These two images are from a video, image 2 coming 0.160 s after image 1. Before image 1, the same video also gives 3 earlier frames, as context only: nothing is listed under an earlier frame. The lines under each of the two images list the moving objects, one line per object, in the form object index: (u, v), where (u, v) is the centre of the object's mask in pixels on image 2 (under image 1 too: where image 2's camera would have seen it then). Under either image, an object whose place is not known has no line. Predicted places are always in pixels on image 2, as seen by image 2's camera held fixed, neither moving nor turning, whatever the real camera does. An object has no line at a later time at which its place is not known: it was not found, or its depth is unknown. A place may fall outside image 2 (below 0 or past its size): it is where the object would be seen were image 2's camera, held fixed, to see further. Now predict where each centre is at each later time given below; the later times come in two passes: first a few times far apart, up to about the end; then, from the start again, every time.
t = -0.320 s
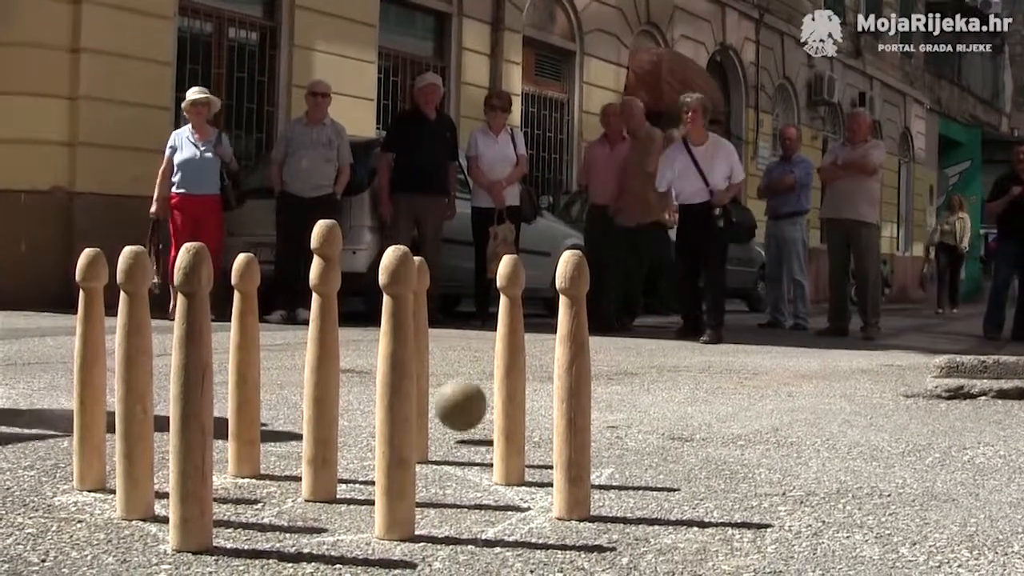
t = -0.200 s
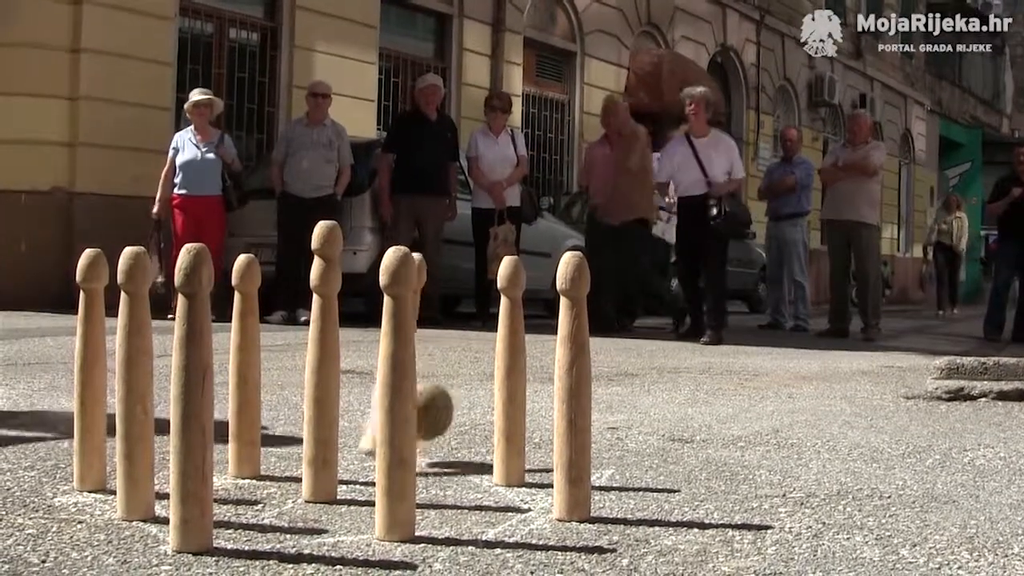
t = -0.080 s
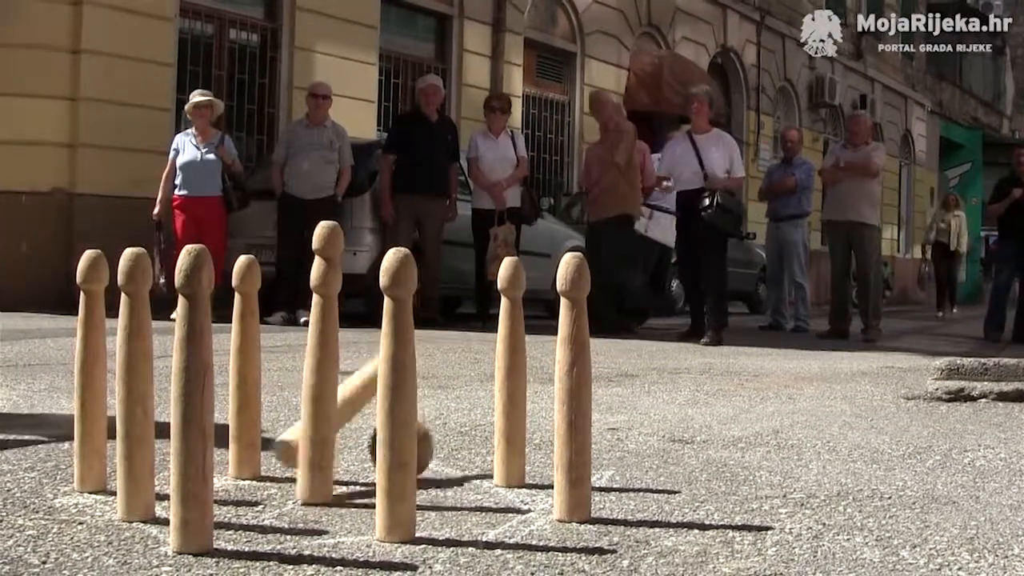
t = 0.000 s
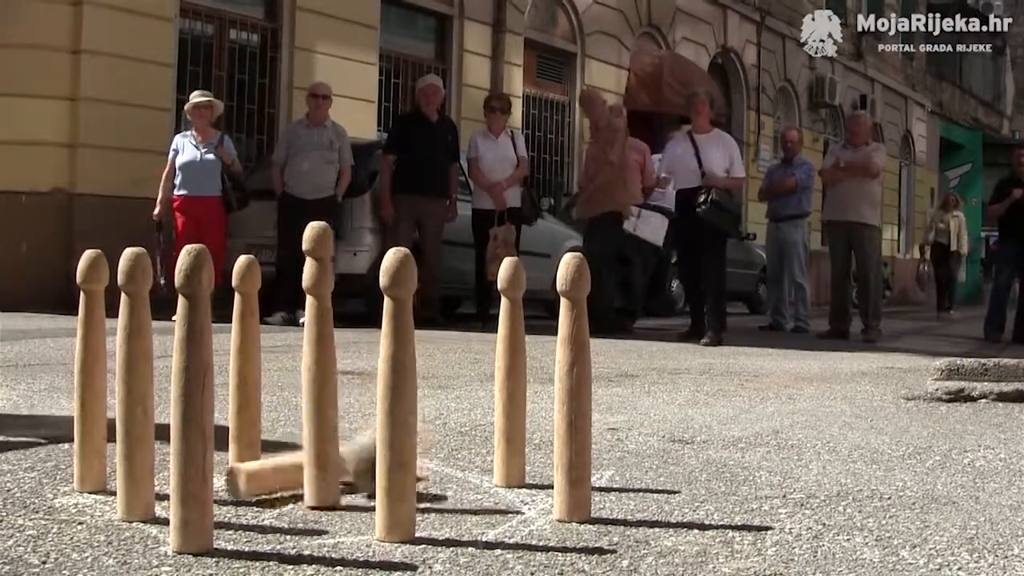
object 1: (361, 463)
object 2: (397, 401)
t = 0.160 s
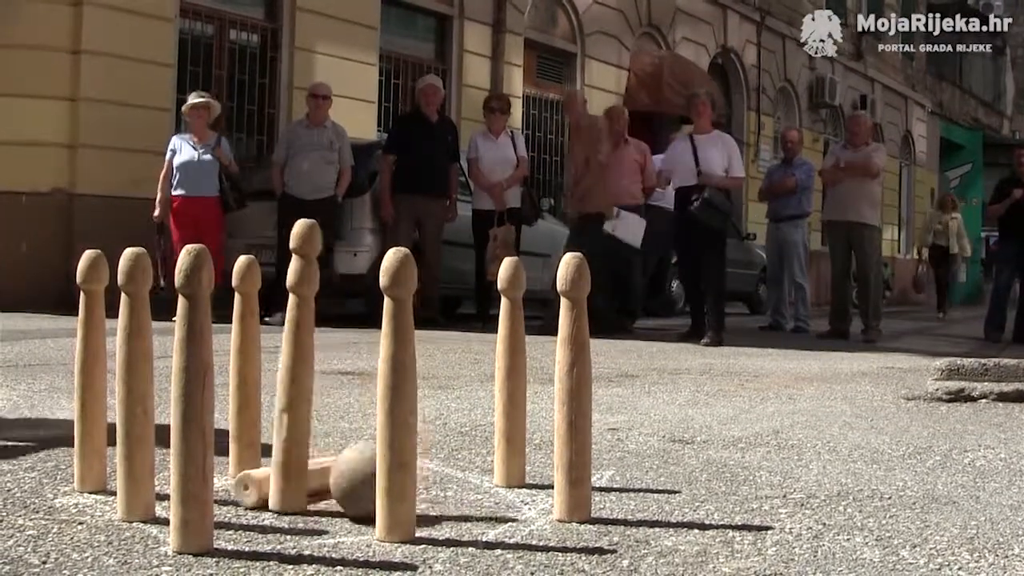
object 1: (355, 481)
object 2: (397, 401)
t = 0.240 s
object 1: (354, 487)
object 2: (397, 401)
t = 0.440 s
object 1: (329, 502)
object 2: (413, 403)
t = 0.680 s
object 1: (280, 515)
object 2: (449, 419)
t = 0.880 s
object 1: (237, 523)
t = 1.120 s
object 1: (183, 533)
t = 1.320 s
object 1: (131, 539)
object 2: (543, 546)
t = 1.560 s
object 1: (61, 542)
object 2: (536, 548)
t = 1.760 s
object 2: (525, 549)
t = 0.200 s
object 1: (355, 484)
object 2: (397, 401)
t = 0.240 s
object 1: (354, 487)
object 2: (397, 401)
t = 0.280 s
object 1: (354, 492)
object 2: (400, 403)
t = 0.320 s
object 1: (352, 495)
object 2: (403, 402)
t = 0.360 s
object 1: (347, 496)
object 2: (406, 402)
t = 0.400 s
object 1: (338, 500)
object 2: (409, 402)
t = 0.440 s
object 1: (329, 502)
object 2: (413, 403)
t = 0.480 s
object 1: (320, 504)
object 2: (417, 401)
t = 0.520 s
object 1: (312, 507)
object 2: (422, 403)
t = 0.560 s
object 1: (303, 509)
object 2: (427, 405)
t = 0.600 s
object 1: (296, 510)
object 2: (433, 406)
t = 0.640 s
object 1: (288, 513)
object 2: (441, 410)
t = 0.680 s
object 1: (280, 515)
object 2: (449, 419)
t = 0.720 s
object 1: (271, 517)
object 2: (463, 426)
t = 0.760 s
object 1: (263, 518)
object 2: (477, 442)
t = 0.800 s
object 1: (253, 520)
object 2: (494, 467)
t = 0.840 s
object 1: (245, 522)
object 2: (512, 503)
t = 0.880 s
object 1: (237, 523)
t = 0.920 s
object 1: (228, 524)
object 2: (528, 529)
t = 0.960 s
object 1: (219, 527)
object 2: (531, 520)
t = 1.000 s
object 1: (209, 528)
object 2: (532, 522)
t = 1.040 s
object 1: (200, 529)
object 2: (536, 532)
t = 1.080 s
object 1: (193, 531)
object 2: (535, 546)
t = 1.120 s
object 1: (183, 533)
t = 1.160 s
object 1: (173, 534)
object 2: (541, 536)
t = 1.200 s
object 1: (163, 535)
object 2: (541, 542)
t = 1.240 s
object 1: (150, 536)
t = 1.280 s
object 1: (140, 539)
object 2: (547, 541)
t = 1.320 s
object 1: (131, 539)
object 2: (543, 546)
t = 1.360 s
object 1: (119, 541)
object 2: (546, 546)
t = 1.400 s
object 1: (107, 542)
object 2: (543, 546)
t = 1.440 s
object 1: (94, 543)
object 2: (542, 547)
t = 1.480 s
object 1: (84, 542)
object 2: (540, 547)
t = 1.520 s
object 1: (73, 541)
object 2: (538, 548)
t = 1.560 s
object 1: (61, 542)
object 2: (536, 548)
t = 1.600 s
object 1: (52, 542)
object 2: (534, 548)
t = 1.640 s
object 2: (532, 549)
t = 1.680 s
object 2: (528, 549)
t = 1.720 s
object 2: (526, 549)
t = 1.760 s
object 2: (525, 549)
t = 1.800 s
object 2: (523, 549)
